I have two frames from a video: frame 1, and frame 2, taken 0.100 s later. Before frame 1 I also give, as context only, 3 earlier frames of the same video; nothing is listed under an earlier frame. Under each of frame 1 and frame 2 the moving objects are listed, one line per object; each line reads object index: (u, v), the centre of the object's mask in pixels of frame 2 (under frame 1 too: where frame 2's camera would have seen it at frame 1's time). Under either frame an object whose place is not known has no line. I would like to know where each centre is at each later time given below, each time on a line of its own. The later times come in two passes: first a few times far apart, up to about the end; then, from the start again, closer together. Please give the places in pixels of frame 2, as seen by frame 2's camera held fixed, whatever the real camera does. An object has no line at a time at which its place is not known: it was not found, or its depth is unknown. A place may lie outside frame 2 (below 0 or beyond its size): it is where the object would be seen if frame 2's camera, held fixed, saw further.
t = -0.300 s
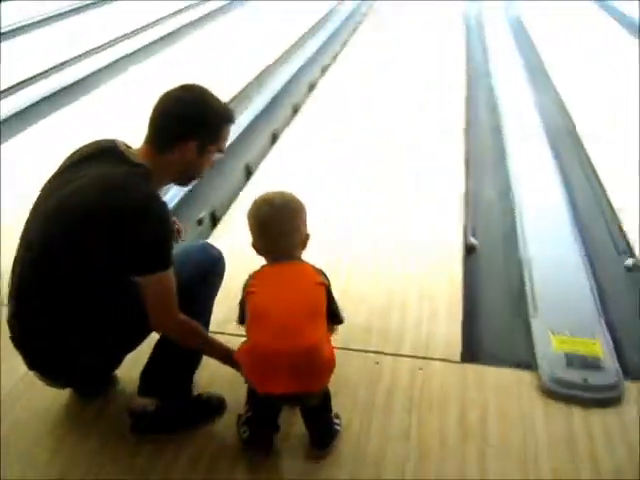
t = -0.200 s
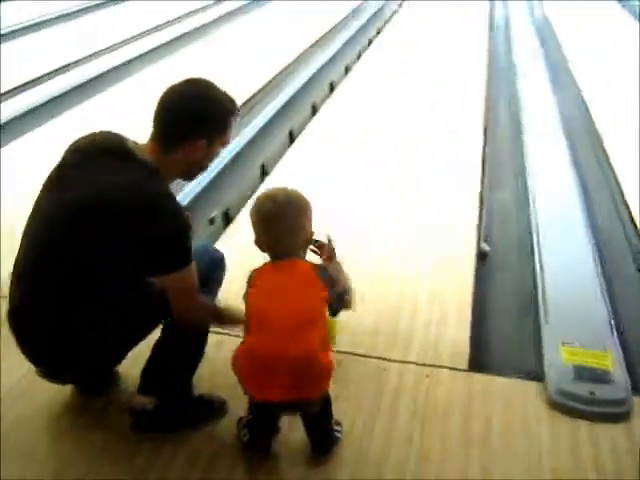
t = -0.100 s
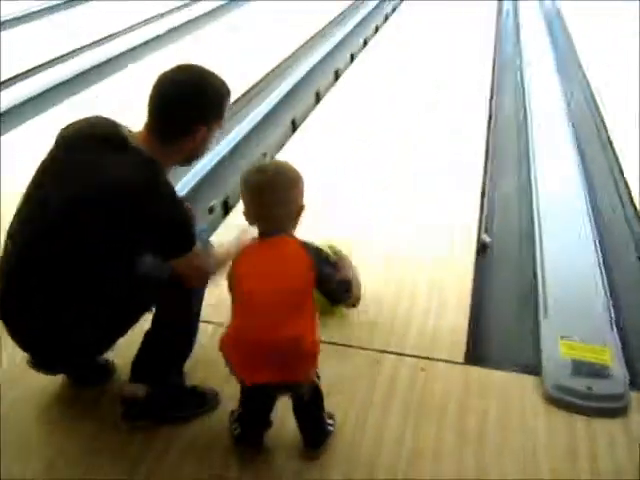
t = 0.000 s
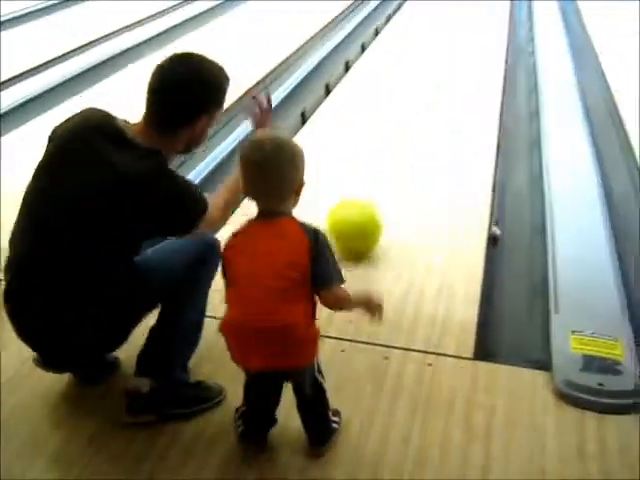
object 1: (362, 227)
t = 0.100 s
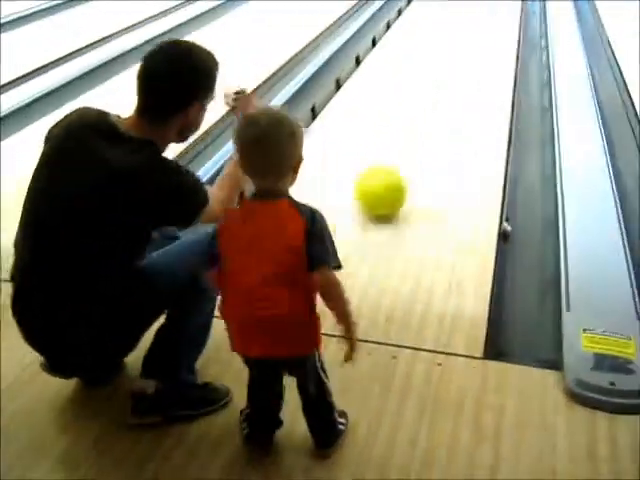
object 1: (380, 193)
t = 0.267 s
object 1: (405, 150)
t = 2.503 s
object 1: (512, -37)
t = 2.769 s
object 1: (520, -47)
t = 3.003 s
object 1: (523, -51)
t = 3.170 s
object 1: (524, -52)
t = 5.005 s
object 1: (518, -75)
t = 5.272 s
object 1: (519, -78)
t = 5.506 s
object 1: (519, -79)
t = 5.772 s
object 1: (520, -82)
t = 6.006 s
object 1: (521, -83)
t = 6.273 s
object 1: (521, -85)
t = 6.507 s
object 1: (523, -87)
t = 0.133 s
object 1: (386, 183)
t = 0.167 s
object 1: (391, 174)
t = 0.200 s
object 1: (396, 165)
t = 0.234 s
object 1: (400, 158)
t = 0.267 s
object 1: (405, 150)
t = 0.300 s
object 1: (410, 142)
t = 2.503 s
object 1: (512, -37)
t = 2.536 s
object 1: (513, -39)
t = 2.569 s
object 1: (515, -41)
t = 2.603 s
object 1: (516, -42)
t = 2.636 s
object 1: (516, -43)
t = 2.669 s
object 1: (517, -43)
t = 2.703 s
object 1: (518, -44)
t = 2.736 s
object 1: (518, -44)
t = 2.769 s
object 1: (520, -47)
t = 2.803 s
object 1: (520, -48)
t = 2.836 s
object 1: (521, -48)
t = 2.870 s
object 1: (522, -49)
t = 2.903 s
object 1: (521, -49)
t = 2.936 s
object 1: (521, -49)
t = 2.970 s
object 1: (522, -48)
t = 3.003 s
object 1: (523, -51)
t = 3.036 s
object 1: (524, -52)
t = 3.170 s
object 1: (524, -52)
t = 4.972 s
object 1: (518, -74)
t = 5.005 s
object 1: (518, -75)
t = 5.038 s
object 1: (519, -75)
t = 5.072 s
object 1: (519, -76)
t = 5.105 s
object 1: (518, -75)
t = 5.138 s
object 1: (518, -77)
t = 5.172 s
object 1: (519, -76)
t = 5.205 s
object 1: (519, -78)
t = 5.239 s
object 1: (519, -78)
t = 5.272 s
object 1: (519, -78)
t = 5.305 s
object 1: (519, -78)
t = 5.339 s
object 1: (519, -79)
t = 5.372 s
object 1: (519, -79)
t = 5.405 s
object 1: (519, -79)
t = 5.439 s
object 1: (519, -79)
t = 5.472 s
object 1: (519, -79)
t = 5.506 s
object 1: (519, -79)
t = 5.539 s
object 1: (519, -80)
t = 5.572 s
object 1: (519, -80)
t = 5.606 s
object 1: (519, -80)
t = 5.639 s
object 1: (520, -81)
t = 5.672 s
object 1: (520, -81)
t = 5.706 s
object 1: (520, -81)
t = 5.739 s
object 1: (520, -81)
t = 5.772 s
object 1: (520, -82)
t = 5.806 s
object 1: (520, -82)
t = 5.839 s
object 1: (519, -82)
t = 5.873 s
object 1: (519, -83)
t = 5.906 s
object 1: (519, -83)
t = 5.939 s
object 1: (520, -83)
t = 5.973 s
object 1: (520, -83)
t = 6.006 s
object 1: (521, -83)
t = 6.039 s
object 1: (521, -84)
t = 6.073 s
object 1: (521, -85)
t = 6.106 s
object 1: (521, -84)
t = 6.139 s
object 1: (521, -84)
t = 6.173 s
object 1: (521, -85)
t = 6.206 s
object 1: (521, -85)
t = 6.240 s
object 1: (521, -85)
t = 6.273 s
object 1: (521, -85)
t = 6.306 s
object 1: (523, -86)
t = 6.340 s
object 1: (522, -86)
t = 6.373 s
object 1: (523, -87)
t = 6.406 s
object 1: (522, -86)
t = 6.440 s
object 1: (523, -87)
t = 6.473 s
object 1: (523, -87)
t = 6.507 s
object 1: (523, -87)
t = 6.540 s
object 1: (523, -87)
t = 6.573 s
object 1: (523, -88)
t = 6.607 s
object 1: (524, -88)
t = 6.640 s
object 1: (523, -88)
